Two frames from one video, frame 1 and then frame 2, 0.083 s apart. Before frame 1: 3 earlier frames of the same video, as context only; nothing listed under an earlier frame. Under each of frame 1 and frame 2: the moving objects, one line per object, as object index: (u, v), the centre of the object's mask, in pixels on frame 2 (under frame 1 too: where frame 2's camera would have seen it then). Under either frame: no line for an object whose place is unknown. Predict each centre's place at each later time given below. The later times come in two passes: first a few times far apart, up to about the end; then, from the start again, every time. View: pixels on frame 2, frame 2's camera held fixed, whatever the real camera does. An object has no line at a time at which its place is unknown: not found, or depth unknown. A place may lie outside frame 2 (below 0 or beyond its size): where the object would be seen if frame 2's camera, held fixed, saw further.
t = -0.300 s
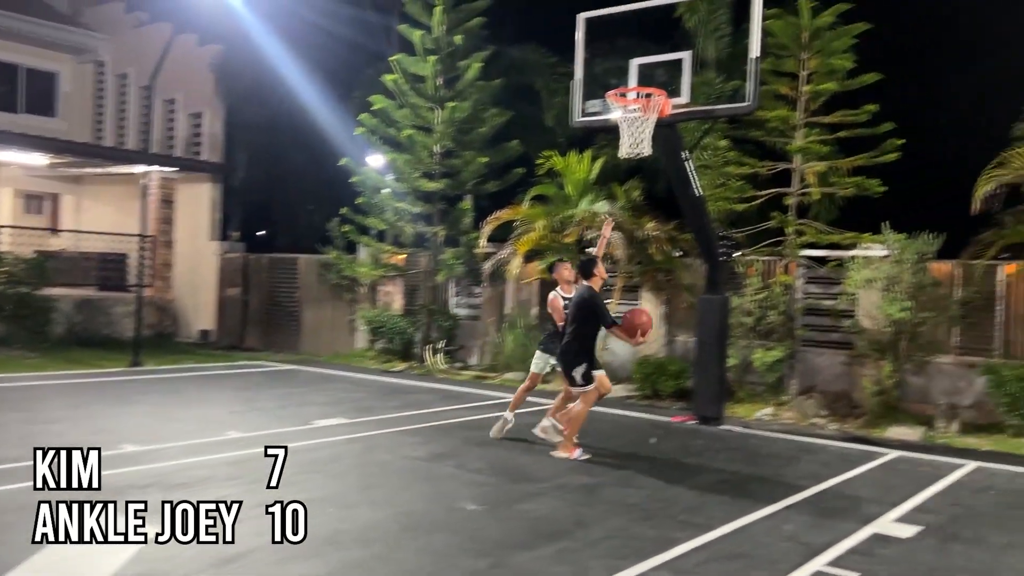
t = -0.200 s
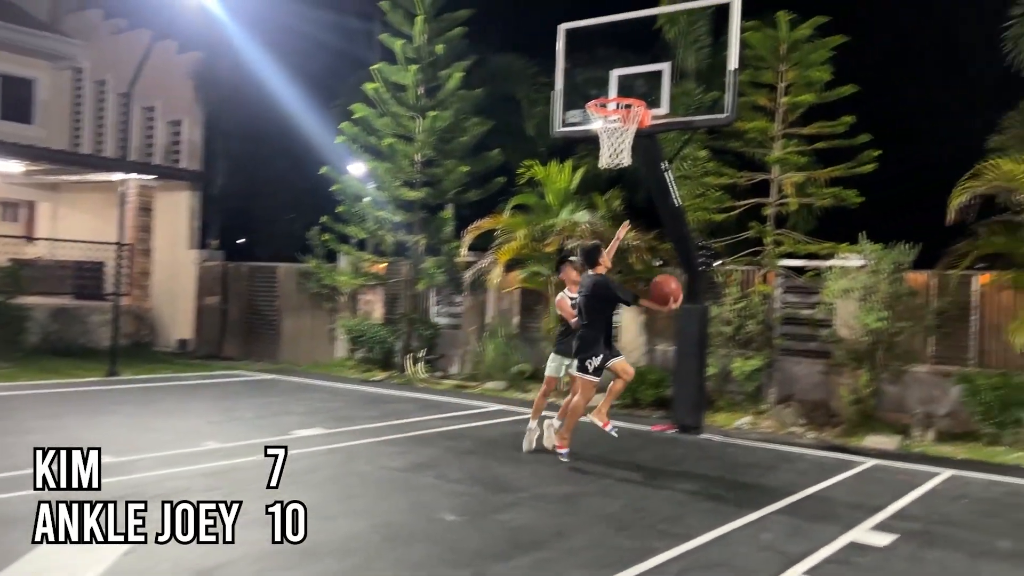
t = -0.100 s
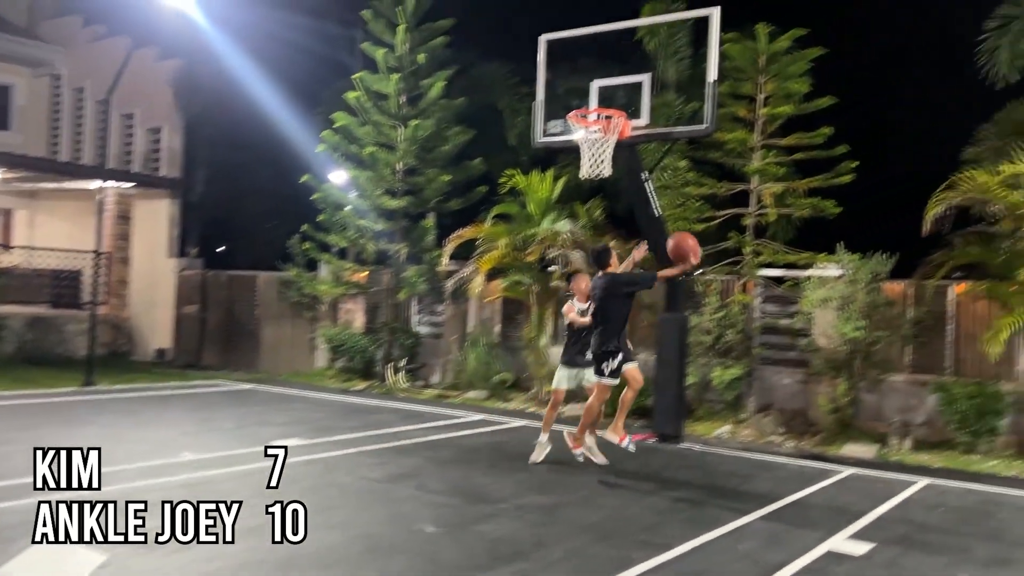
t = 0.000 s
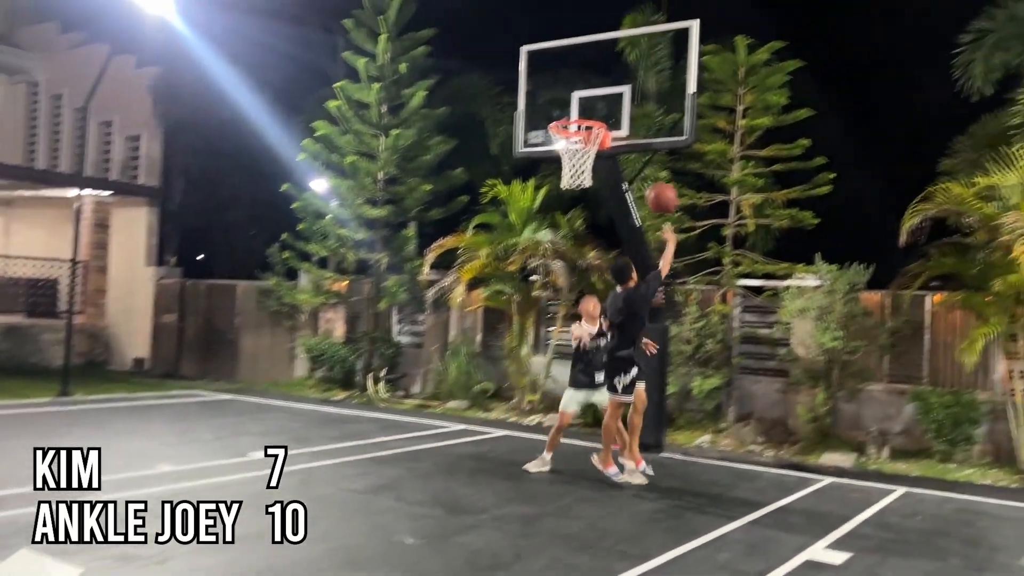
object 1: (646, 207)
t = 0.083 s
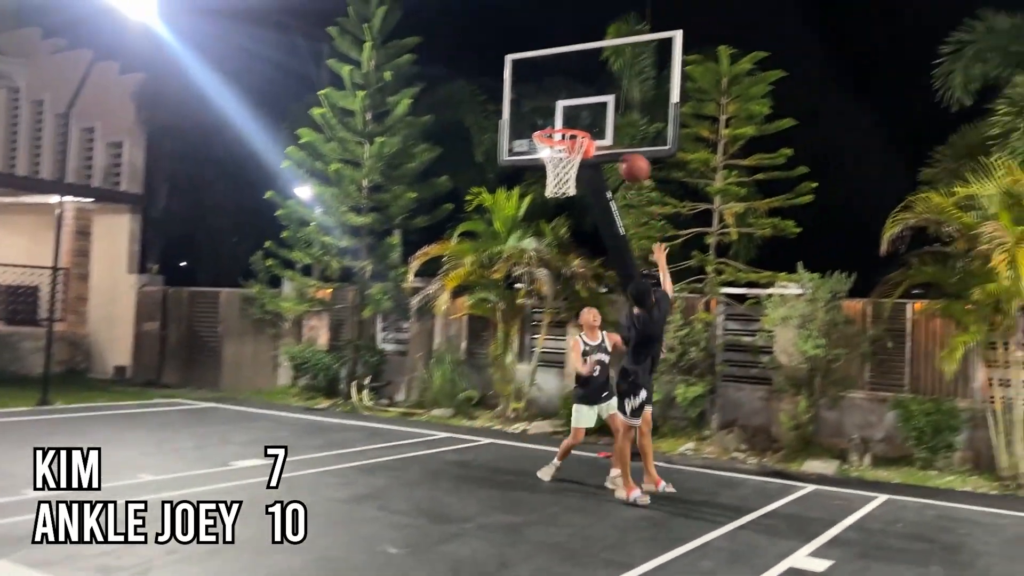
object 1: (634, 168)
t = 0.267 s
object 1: (610, 117)
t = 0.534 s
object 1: (575, 107)
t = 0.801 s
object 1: (563, 122)
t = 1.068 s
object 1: (586, 119)
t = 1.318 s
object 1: (598, 126)
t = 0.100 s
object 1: (632, 162)
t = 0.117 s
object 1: (630, 155)
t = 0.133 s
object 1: (628, 150)
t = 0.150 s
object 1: (626, 143)
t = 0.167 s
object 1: (624, 139)
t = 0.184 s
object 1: (622, 135)
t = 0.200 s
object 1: (619, 131)
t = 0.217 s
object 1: (617, 127)
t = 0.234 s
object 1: (615, 124)
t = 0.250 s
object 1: (612, 120)
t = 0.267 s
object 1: (610, 117)
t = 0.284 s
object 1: (608, 115)
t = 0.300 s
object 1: (605, 113)
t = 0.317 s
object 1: (603, 110)
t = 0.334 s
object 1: (601, 109)
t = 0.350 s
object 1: (599, 107)
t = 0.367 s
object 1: (598, 106)
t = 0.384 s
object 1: (596, 106)
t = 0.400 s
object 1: (594, 105)
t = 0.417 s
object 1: (592, 105)
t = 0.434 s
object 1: (590, 105)
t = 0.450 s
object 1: (587, 105)
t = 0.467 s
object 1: (584, 105)
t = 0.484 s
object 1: (582, 105)
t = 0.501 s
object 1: (579, 105)
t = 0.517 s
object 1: (577, 106)
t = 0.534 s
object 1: (575, 107)
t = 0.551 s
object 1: (571, 108)
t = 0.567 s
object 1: (568, 109)
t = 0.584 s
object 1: (565, 111)
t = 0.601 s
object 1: (562, 114)
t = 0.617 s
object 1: (559, 116)
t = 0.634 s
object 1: (556, 118)
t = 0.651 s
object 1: (553, 120)
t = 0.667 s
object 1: (550, 122)
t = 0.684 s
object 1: (548, 123)
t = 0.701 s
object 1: (550, 123)
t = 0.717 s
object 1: (552, 123)
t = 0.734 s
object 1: (554, 122)
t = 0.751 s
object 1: (556, 122)
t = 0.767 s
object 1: (558, 122)
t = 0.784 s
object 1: (560, 122)
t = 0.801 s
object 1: (563, 122)
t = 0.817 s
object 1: (565, 121)
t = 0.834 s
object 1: (566, 120)
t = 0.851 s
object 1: (568, 119)
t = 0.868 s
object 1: (570, 118)
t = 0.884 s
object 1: (571, 117)
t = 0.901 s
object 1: (573, 116)
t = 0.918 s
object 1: (575, 115)
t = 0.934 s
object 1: (576, 115)
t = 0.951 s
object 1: (577, 115)
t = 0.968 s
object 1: (578, 114)
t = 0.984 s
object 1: (579, 114)
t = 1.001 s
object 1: (581, 114)
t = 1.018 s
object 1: (582, 115)
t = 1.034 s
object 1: (584, 117)
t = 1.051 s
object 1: (585, 118)
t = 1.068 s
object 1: (586, 119)
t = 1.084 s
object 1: (588, 121)
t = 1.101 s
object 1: (589, 123)
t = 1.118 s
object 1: (591, 125)
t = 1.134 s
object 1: (593, 126)
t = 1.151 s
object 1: (595, 125)
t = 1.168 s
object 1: (595, 125)
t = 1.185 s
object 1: (596, 124)
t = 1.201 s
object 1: (596, 123)
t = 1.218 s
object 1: (596, 123)
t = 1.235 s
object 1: (597, 123)
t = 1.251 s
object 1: (597, 123)
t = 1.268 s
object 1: (597, 124)
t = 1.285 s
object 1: (598, 124)
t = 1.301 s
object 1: (598, 125)
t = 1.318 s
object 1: (598, 126)
